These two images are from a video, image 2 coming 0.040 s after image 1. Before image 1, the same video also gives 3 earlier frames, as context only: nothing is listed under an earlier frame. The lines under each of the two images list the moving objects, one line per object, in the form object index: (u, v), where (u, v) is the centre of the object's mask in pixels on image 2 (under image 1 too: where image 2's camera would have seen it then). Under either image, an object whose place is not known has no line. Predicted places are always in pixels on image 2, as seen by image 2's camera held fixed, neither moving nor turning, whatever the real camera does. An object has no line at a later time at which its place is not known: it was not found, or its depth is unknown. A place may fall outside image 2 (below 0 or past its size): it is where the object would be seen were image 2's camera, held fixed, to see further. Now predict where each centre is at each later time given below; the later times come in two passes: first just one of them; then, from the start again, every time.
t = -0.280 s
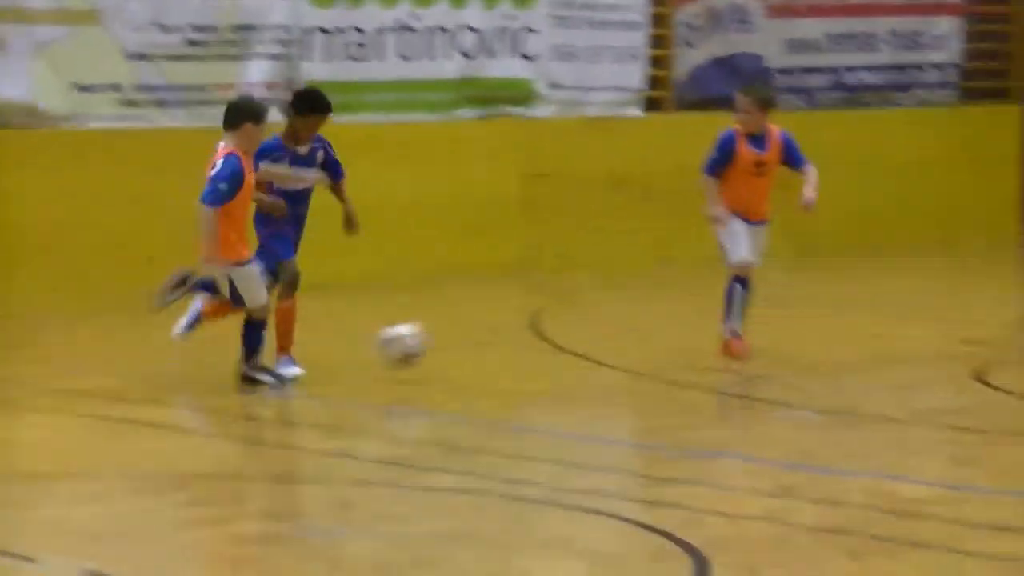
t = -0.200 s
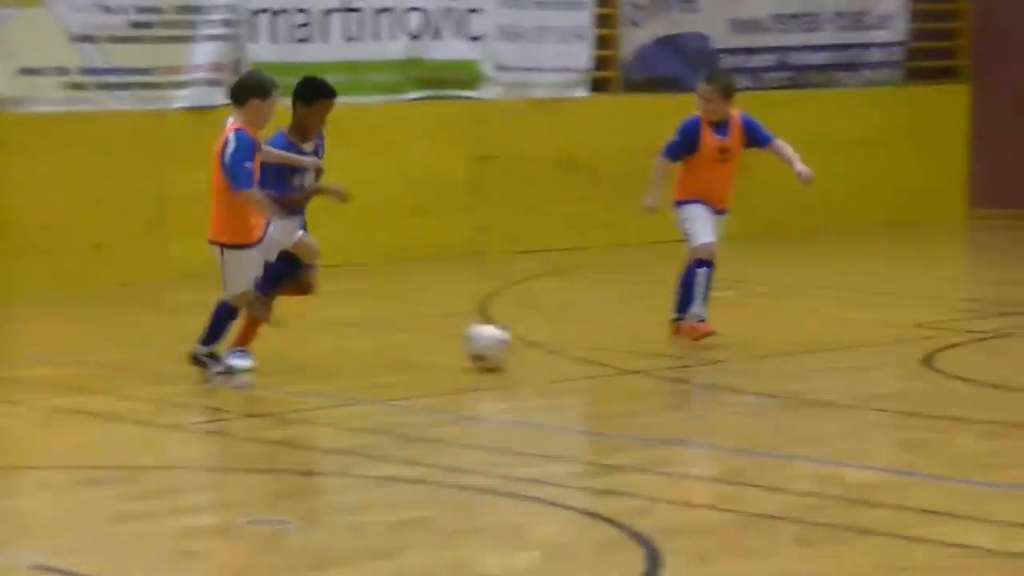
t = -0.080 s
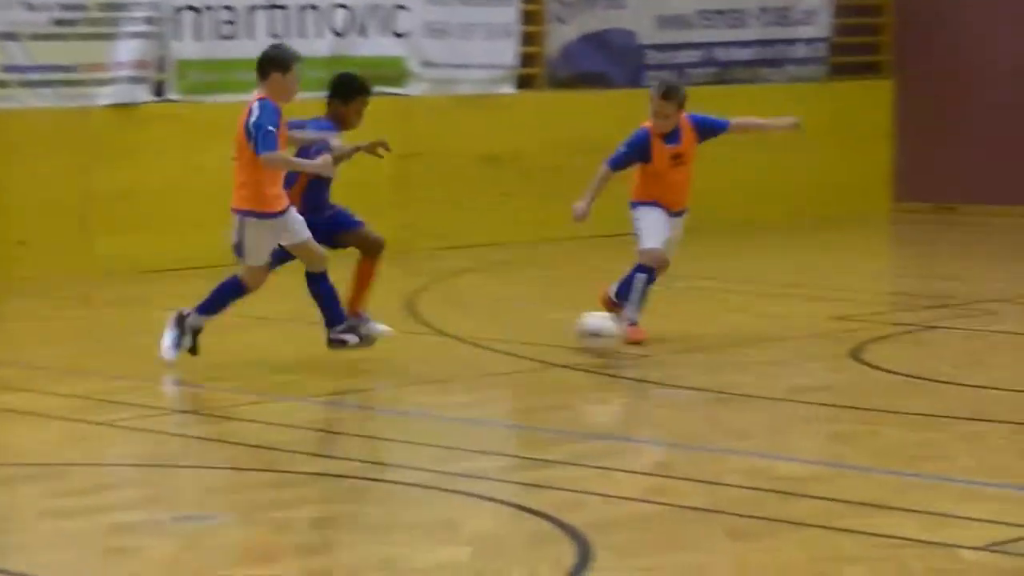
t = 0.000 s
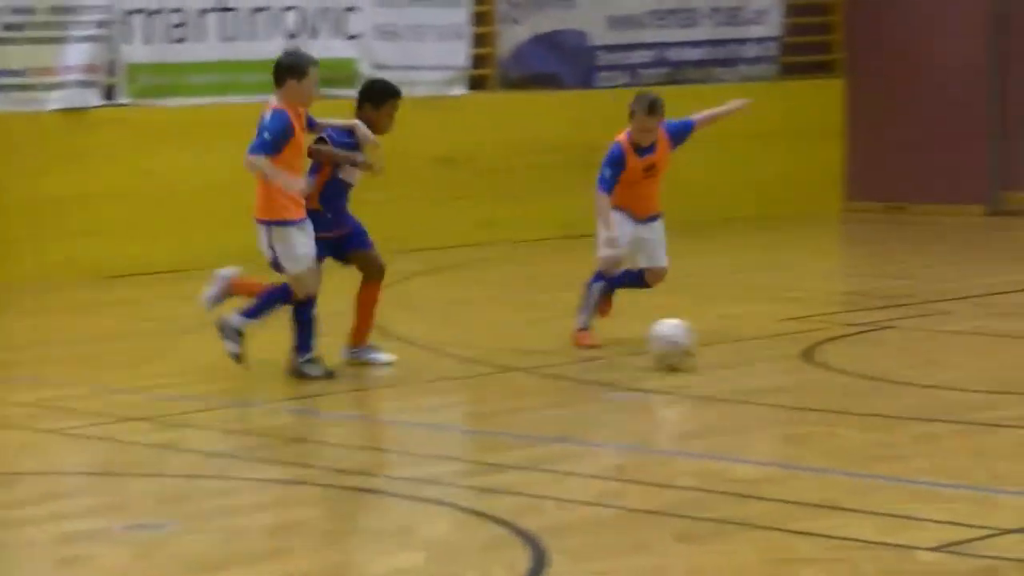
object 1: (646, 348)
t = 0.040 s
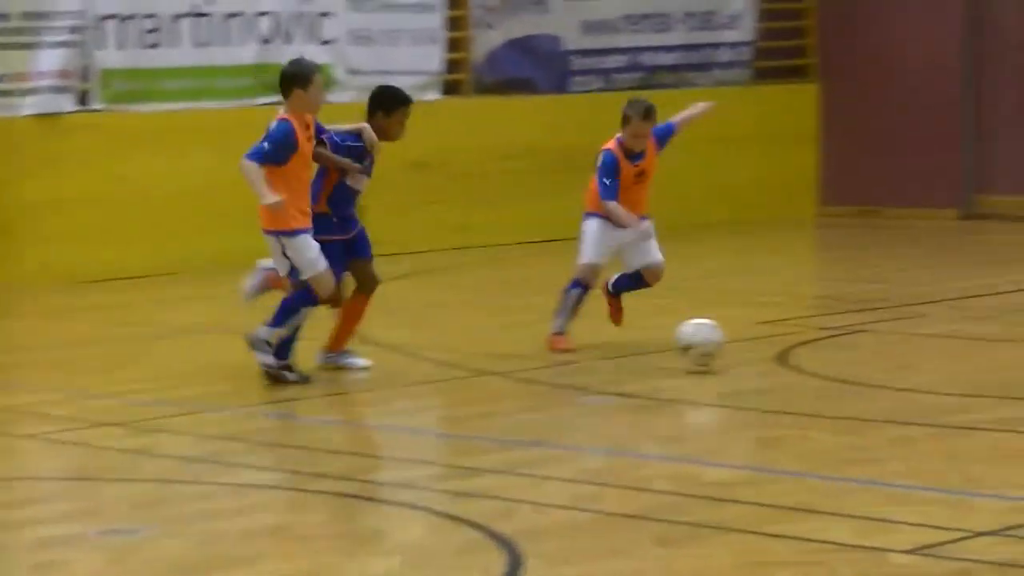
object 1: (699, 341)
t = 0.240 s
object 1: (965, 338)
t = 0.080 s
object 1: (757, 340)
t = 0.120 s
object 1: (808, 348)
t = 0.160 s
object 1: (862, 342)
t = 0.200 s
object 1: (913, 339)
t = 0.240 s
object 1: (965, 338)
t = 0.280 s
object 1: (1016, 344)
